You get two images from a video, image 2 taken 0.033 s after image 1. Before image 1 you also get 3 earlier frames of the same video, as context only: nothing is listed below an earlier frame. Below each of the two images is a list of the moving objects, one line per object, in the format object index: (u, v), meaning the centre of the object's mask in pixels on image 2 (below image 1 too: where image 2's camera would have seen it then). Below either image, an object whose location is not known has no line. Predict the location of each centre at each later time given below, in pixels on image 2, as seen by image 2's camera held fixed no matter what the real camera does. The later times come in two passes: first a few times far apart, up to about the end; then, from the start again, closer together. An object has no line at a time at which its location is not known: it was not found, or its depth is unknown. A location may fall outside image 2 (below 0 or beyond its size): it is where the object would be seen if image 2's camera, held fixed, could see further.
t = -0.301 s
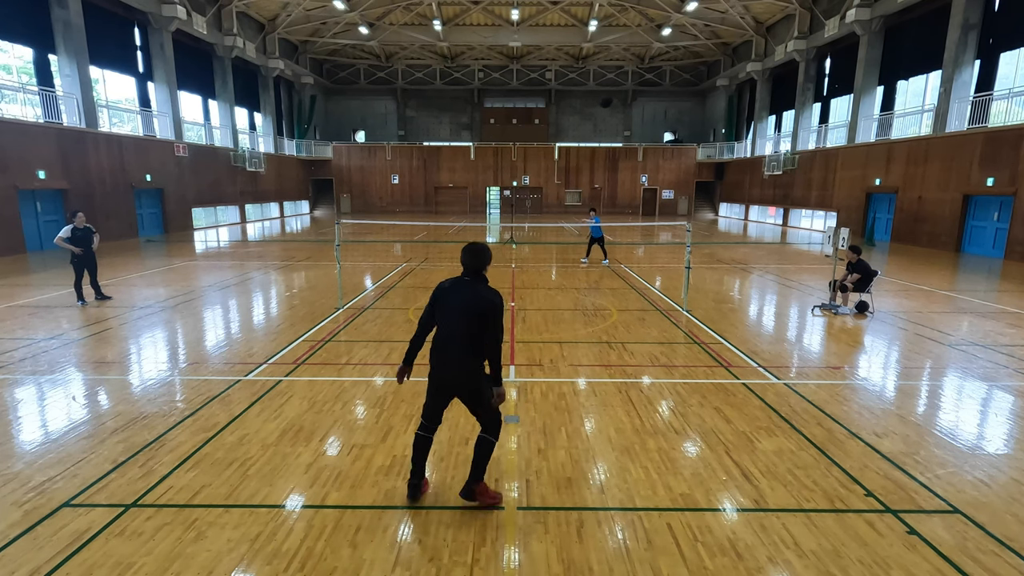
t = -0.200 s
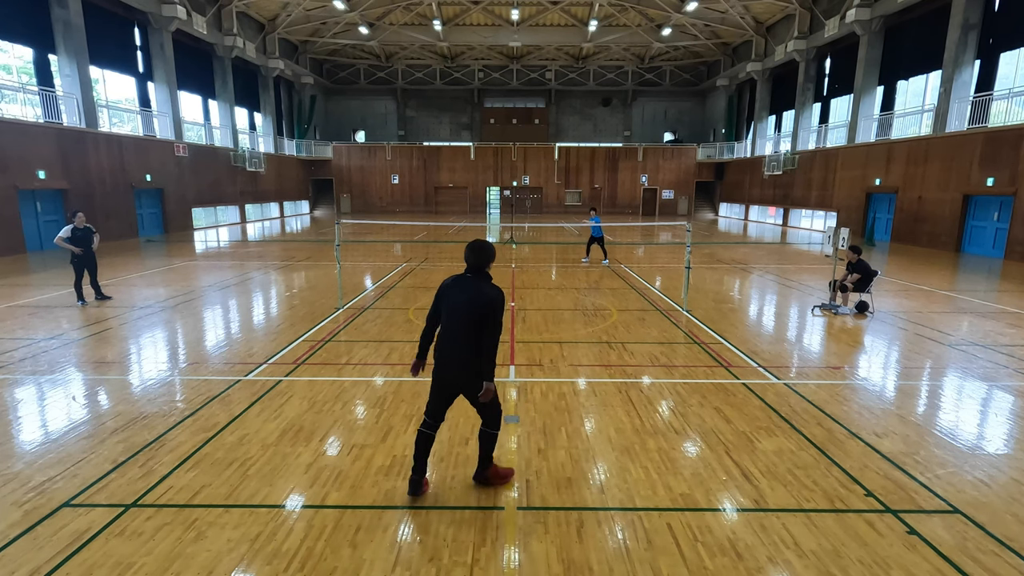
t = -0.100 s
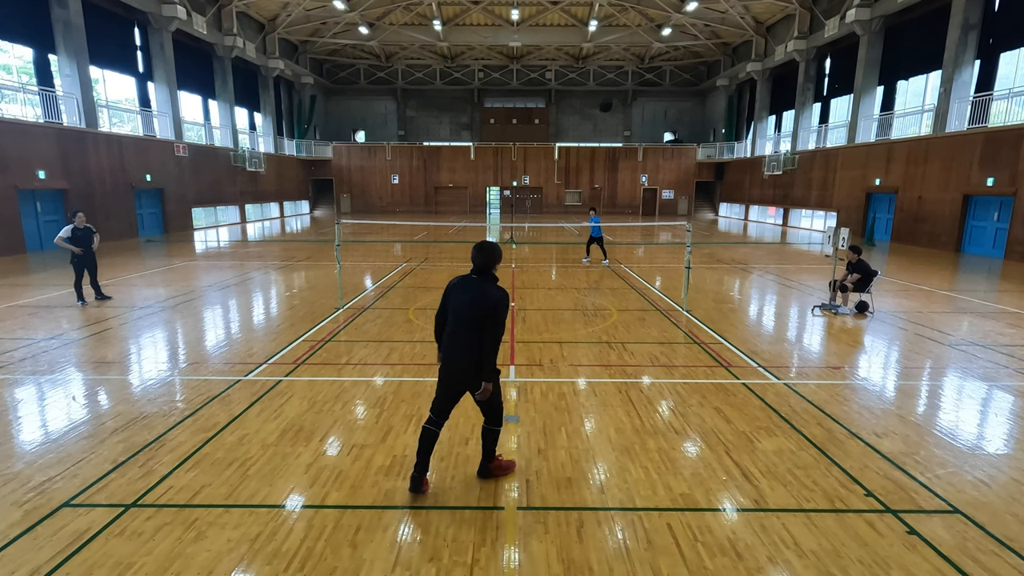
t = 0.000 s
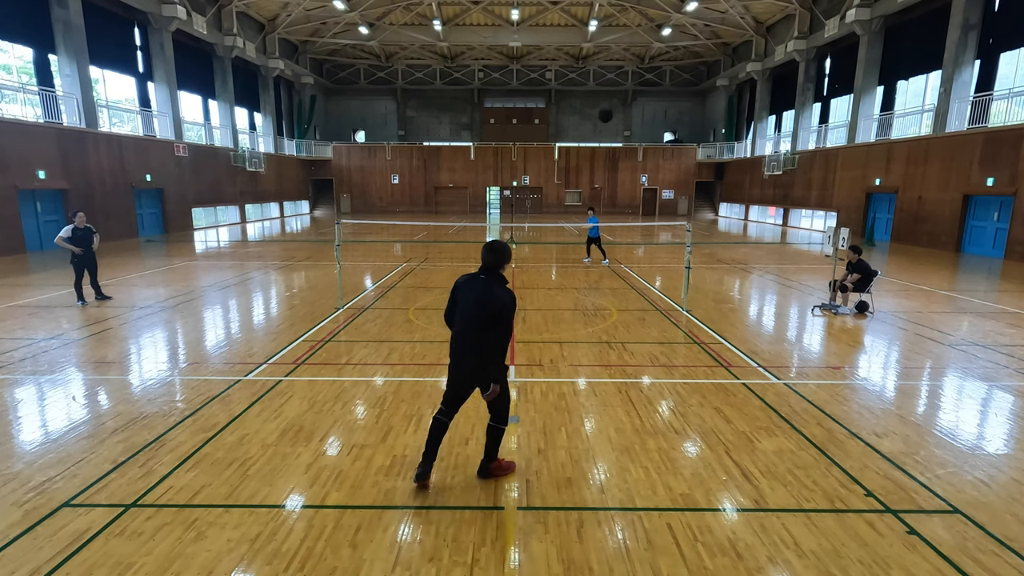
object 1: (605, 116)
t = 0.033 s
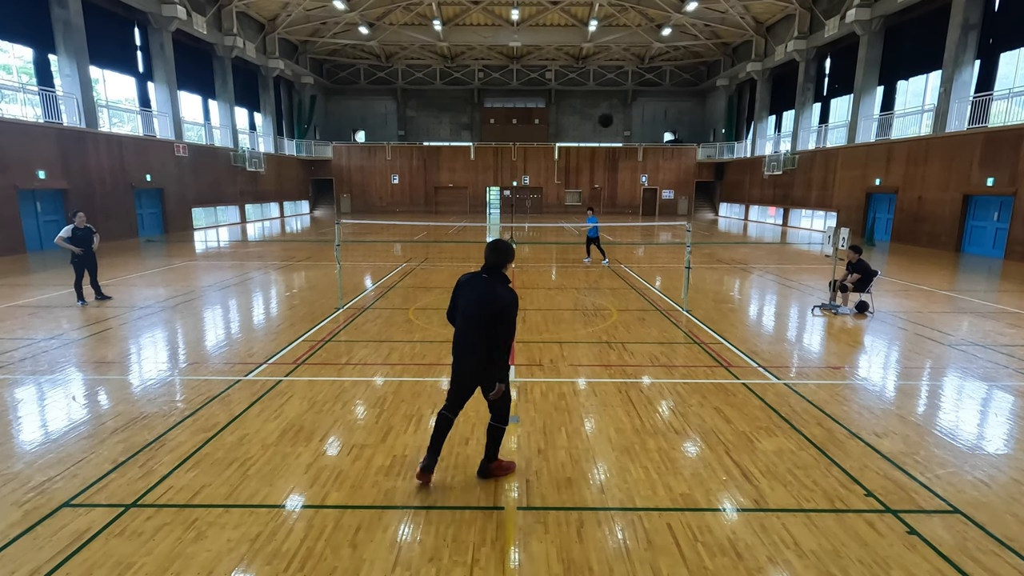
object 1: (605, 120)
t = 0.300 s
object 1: (604, 191)
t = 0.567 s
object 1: (595, 317)
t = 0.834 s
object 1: (587, 329)
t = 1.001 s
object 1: (584, 303)
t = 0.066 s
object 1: (605, 126)
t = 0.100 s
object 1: (605, 132)
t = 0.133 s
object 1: (605, 140)
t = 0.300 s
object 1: (604, 191)
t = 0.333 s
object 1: (603, 204)
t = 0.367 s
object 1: (602, 218)
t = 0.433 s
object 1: (600, 247)
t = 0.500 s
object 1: (597, 280)
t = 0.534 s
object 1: (596, 298)
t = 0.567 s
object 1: (595, 317)
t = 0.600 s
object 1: (594, 337)
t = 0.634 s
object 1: (592, 358)
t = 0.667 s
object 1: (591, 373)
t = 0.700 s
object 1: (590, 362)
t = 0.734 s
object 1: (589, 353)
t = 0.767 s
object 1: (589, 344)
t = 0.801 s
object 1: (588, 336)
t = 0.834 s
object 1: (587, 329)
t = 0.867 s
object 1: (587, 322)
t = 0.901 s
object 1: (586, 317)
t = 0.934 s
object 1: (586, 311)
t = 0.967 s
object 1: (585, 307)
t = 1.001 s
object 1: (584, 303)
